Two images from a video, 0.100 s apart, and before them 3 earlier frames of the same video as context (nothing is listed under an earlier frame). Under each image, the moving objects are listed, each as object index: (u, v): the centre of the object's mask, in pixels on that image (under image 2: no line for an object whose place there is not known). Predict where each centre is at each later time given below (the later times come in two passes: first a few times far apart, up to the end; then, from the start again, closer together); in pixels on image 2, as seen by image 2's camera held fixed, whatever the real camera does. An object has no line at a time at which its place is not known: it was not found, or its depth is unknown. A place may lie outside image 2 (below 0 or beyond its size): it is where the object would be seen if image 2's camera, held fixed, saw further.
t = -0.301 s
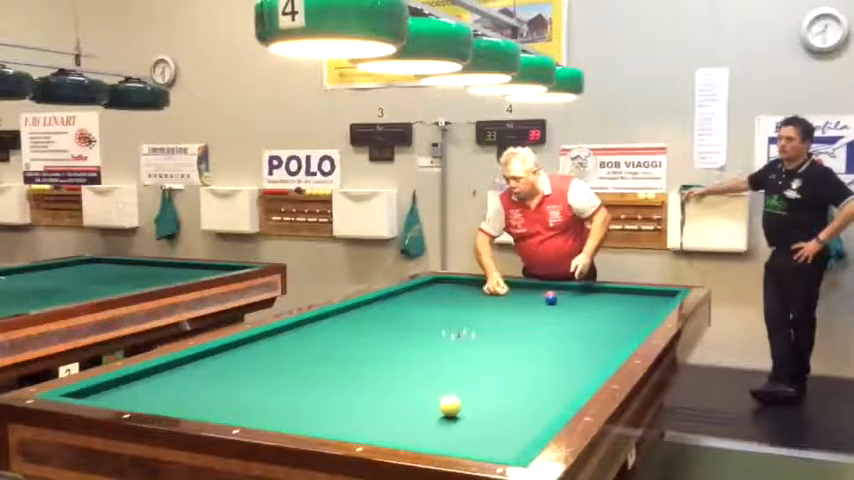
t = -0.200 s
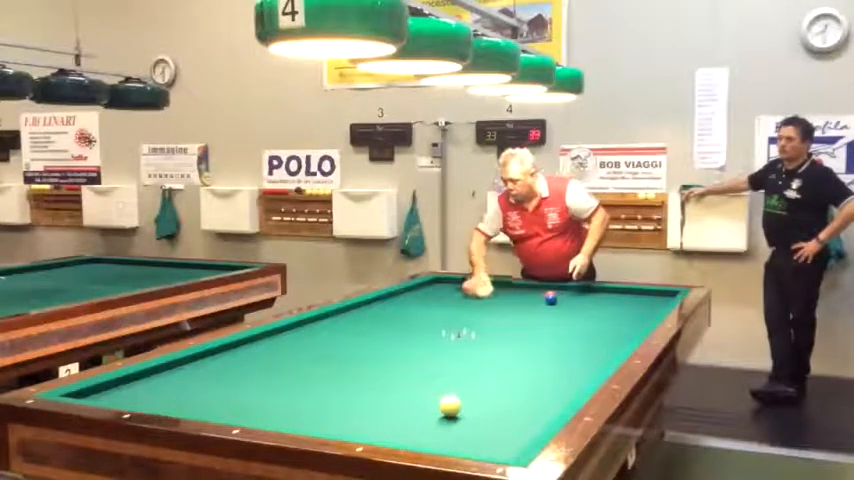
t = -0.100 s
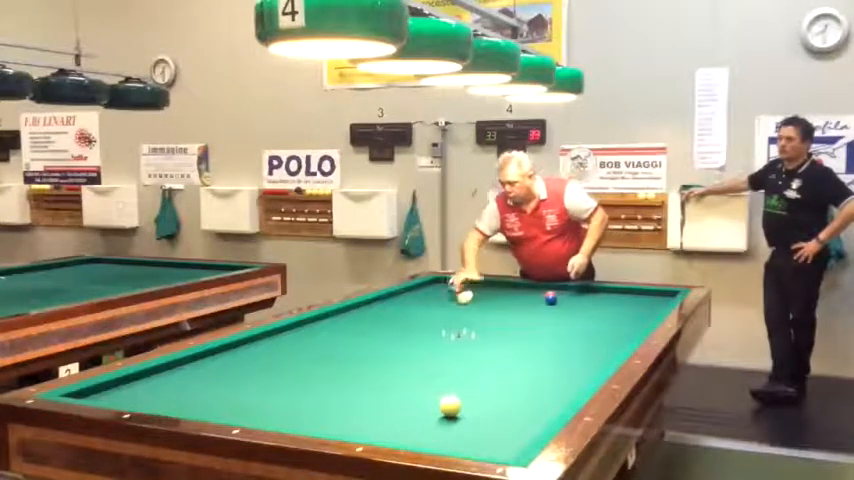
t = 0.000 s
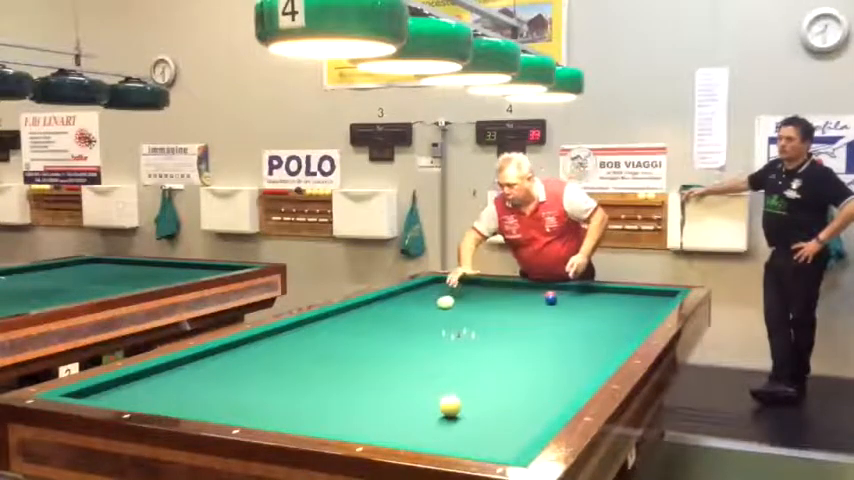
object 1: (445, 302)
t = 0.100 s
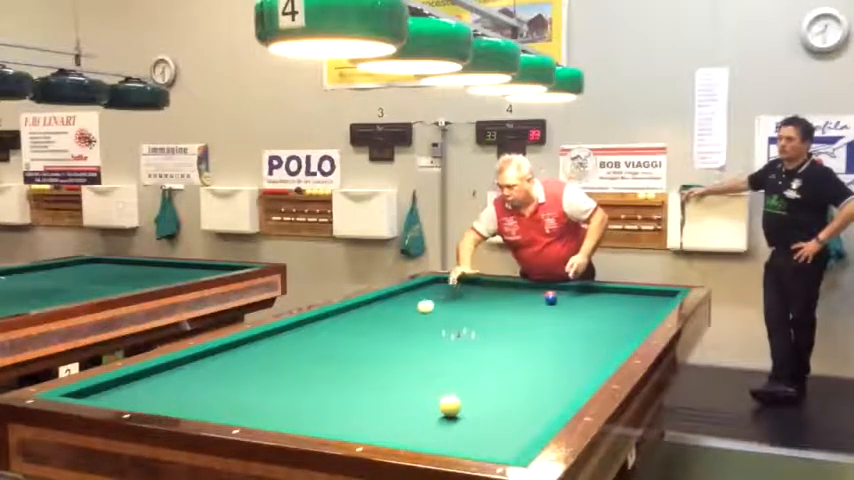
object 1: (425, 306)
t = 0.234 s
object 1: (398, 311)
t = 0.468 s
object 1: (346, 323)
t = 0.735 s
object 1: (278, 337)
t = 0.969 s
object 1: (210, 352)
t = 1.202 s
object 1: (162, 372)
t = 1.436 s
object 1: (103, 395)
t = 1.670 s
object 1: (167, 386)
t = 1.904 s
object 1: (225, 376)
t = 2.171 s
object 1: (280, 368)
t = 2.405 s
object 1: (325, 361)
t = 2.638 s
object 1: (366, 354)
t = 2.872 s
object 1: (404, 349)
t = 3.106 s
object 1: (438, 345)
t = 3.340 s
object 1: (471, 338)
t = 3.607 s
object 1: (506, 334)
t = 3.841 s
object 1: (534, 329)
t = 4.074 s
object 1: (560, 326)
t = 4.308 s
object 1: (585, 322)
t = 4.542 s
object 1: (608, 319)
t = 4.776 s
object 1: (630, 315)
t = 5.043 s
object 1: (653, 311)
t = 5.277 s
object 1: (651, 307)
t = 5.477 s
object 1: (647, 304)
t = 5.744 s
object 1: (644, 300)
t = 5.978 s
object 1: (640, 296)
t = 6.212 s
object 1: (638, 293)
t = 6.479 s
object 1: (633, 290)
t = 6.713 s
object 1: (623, 291)
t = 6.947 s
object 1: (613, 291)
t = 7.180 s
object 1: (604, 292)
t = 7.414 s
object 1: (595, 293)
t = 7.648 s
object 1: (586, 293)
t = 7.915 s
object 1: (576, 294)
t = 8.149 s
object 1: (568, 295)
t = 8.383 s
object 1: (562, 295)
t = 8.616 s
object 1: (561, 296)
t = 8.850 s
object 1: (560, 296)
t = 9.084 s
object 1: (559, 297)
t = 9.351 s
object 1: (559, 297)
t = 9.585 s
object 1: (560, 297)
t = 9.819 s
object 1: (560, 297)
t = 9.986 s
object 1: (559, 297)
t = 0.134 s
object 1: (418, 307)
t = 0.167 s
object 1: (412, 309)
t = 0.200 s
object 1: (406, 310)
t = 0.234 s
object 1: (398, 311)
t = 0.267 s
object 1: (391, 313)
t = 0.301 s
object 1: (384, 315)
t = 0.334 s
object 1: (377, 316)
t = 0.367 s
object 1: (369, 318)
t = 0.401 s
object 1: (361, 319)
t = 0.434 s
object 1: (354, 321)
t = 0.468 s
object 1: (346, 323)
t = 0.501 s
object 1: (338, 325)
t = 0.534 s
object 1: (330, 326)
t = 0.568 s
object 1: (322, 328)
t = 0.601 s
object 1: (313, 330)
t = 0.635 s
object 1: (305, 332)
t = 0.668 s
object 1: (296, 333)
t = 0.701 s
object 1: (287, 335)
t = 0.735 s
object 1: (278, 337)
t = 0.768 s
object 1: (269, 339)
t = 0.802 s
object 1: (259, 341)
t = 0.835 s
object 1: (249, 343)
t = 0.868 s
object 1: (239, 345)
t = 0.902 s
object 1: (228, 348)
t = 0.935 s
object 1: (218, 350)
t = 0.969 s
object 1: (210, 352)
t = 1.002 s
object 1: (204, 355)
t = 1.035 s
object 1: (199, 357)
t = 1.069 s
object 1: (191, 360)
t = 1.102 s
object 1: (184, 363)
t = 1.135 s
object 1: (177, 366)
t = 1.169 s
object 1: (170, 369)
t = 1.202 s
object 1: (162, 372)
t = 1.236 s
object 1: (154, 376)
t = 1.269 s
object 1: (146, 379)
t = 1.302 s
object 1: (138, 383)
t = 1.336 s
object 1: (129, 386)
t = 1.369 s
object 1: (120, 390)
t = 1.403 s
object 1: (112, 392)
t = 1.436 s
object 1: (103, 395)
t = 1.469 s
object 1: (99, 396)
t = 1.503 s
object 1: (109, 395)
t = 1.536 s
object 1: (122, 393)
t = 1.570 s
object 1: (133, 392)
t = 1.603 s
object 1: (145, 390)
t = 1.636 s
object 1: (156, 388)
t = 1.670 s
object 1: (167, 386)
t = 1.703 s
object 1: (176, 385)
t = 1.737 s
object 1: (185, 383)
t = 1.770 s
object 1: (194, 381)
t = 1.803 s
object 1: (202, 380)
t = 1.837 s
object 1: (210, 379)
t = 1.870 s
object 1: (218, 377)
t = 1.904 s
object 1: (225, 376)
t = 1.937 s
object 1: (233, 376)
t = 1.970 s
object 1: (240, 374)
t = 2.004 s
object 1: (247, 373)
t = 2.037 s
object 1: (254, 372)
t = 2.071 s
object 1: (261, 371)
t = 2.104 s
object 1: (267, 370)
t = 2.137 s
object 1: (274, 368)
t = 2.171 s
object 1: (280, 368)
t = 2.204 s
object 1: (287, 367)
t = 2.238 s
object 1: (294, 366)
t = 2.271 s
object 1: (300, 365)
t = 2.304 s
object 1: (307, 364)
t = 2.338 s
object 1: (313, 363)
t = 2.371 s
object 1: (319, 361)
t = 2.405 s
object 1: (325, 361)
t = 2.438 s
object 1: (331, 360)
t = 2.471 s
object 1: (337, 359)
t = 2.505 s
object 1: (343, 358)
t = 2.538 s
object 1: (349, 357)
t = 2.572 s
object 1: (354, 356)
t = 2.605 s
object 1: (360, 355)
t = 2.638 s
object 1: (366, 354)
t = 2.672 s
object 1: (372, 354)
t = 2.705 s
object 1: (377, 353)
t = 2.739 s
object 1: (383, 352)
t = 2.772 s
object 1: (388, 351)
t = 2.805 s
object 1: (392, 350)
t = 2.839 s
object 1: (398, 350)
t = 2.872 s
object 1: (404, 349)
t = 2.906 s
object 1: (408, 348)
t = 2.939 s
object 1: (414, 347)
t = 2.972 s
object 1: (419, 347)
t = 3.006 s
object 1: (424, 346)
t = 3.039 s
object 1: (429, 345)
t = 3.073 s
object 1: (433, 345)
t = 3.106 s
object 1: (438, 345)
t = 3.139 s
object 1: (444, 342)
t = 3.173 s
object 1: (447, 343)
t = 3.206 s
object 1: (451, 342)
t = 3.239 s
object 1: (457, 340)
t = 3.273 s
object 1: (462, 340)
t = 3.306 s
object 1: (467, 340)
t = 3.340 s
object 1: (471, 338)
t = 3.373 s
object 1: (476, 338)
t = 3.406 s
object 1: (480, 338)
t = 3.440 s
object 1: (484, 337)
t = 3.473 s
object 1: (489, 337)
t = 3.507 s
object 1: (493, 336)
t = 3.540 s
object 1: (497, 335)
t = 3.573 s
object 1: (502, 335)
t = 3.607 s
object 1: (506, 334)
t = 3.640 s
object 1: (510, 333)
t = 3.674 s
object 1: (514, 332)
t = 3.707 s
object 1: (518, 332)
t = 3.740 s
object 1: (522, 331)
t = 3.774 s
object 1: (526, 331)
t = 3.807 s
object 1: (530, 330)
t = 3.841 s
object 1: (534, 329)
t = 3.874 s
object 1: (538, 329)
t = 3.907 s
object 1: (542, 328)
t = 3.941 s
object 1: (545, 328)
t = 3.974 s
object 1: (549, 327)
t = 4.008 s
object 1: (553, 327)
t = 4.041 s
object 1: (557, 326)
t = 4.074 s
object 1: (560, 326)
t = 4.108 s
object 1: (564, 325)
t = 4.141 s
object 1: (568, 324)
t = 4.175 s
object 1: (571, 324)
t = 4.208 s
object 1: (574, 324)
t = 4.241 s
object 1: (578, 323)
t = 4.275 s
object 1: (582, 322)
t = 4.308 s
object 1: (585, 322)
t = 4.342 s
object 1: (589, 321)
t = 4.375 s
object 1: (592, 321)
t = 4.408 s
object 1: (595, 320)
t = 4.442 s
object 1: (598, 320)
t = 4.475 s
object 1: (602, 320)
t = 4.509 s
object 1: (605, 319)
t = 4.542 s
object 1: (608, 319)
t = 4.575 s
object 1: (612, 318)
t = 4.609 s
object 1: (615, 318)
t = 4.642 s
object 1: (617, 317)
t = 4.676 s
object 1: (621, 317)
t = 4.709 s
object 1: (624, 316)
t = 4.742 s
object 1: (627, 316)
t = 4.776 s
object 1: (630, 315)
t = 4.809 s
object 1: (633, 315)
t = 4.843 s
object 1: (636, 314)
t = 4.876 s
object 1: (639, 314)
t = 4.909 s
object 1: (642, 313)
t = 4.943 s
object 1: (645, 313)
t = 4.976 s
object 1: (648, 312)
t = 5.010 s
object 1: (651, 312)
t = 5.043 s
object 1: (653, 311)
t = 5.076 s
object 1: (653, 311)
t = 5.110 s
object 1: (652, 310)
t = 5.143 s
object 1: (652, 310)
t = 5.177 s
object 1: (652, 309)
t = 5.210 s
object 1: (652, 308)
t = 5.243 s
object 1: (651, 308)
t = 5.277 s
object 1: (651, 307)
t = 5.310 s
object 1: (650, 307)
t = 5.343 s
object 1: (649, 306)
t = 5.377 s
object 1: (649, 305)
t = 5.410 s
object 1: (648, 305)
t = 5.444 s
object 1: (648, 305)
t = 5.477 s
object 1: (647, 304)
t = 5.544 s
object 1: (646, 302)
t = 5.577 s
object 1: (646, 302)
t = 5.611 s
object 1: (645, 302)
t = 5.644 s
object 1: (645, 301)
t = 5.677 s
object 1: (644, 300)
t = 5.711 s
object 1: (644, 300)
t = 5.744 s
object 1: (644, 300)
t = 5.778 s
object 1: (643, 299)
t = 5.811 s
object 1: (643, 299)
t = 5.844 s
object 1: (642, 298)
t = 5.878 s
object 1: (642, 298)
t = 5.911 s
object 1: (641, 297)
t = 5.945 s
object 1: (641, 297)
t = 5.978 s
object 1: (640, 296)
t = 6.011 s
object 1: (640, 295)
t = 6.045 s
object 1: (639, 295)
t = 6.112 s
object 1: (639, 295)
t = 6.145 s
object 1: (639, 293)
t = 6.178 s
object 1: (638, 293)
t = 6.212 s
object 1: (638, 293)
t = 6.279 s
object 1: (637, 292)
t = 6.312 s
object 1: (636, 291)
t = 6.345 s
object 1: (636, 291)
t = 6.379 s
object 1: (636, 291)
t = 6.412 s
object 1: (635, 291)
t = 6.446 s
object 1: (635, 290)
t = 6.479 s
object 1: (633, 290)
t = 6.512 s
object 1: (632, 290)
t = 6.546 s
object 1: (630, 290)
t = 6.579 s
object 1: (629, 290)
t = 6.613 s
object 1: (627, 290)
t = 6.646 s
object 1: (626, 290)
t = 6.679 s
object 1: (624, 290)
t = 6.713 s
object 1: (623, 291)
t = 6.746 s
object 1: (622, 291)
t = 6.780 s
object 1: (621, 291)
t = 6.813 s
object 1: (619, 291)
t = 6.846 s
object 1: (618, 291)
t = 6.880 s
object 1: (616, 291)
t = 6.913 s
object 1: (615, 291)
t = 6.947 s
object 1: (613, 291)
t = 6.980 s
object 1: (612, 291)
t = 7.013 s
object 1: (611, 291)
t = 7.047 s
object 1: (610, 292)
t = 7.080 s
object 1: (608, 292)
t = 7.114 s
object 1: (607, 292)
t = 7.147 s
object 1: (605, 292)
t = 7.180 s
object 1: (604, 292)
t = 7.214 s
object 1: (603, 292)
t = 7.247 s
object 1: (601, 292)
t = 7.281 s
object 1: (600, 292)
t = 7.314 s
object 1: (599, 292)
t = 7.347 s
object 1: (597, 292)
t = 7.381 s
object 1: (596, 292)
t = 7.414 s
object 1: (595, 293)
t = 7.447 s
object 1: (593, 293)
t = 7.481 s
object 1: (592, 293)
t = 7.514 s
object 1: (591, 293)
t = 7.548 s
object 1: (590, 293)
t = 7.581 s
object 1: (588, 293)
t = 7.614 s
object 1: (587, 293)
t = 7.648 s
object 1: (586, 293)
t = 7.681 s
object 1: (585, 293)
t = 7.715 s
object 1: (584, 294)
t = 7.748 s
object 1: (582, 294)
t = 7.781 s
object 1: (581, 294)
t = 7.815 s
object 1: (580, 294)
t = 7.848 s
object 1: (579, 294)
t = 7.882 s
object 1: (578, 294)
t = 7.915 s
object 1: (576, 294)
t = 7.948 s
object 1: (575, 294)
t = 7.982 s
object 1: (574, 295)
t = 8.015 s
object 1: (573, 295)
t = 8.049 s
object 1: (572, 294)
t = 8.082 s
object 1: (570, 295)
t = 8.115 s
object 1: (569, 295)
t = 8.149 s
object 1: (568, 295)
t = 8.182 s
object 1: (567, 295)
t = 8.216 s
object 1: (566, 295)
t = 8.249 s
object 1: (565, 295)
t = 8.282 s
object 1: (563, 295)
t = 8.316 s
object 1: (563, 295)
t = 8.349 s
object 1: (562, 295)
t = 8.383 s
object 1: (562, 295)
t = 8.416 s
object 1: (561, 296)
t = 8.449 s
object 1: (561, 296)
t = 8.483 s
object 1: (561, 296)
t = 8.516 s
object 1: (561, 296)
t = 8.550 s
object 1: (561, 296)
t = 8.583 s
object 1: (561, 296)
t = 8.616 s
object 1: (561, 296)
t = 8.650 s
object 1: (560, 296)
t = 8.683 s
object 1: (560, 296)
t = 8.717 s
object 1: (560, 296)
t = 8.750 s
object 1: (560, 296)
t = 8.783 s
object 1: (560, 296)
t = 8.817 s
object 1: (560, 296)
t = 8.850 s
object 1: (560, 296)
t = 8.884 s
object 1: (560, 296)
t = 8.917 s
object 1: (560, 296)
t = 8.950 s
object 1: (560, 296)
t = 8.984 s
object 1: (560, 297)
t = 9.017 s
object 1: (559, 297)
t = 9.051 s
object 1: (559, 297)
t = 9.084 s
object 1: (559, 297)
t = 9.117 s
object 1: (559, 297)
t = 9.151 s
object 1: (559, 297)
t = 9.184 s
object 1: (559, 297)
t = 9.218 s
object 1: (559, 297)
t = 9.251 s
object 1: (559, 297)
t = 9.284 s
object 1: (560, 297)
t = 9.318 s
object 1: (559, 297)
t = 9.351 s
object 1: (559, 297)
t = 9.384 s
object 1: (559, 297)
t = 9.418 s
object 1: (560, 297)
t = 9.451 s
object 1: (560, 297)
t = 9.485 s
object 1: (560, 297)
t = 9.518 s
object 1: (560, 297)
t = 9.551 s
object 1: (560, 297)
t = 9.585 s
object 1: (560, 297)
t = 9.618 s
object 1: (560, 297)
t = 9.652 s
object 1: (560, 297)
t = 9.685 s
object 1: (560, 297)
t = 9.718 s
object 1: (560, 297)
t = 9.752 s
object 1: (560, 297)
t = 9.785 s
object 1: (560, 297)
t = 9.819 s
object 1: (560, 297)
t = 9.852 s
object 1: (560, 297)
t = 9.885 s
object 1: (560, 297)
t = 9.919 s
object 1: (559, 297)
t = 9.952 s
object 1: (559, 297)
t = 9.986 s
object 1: (559, 297)
